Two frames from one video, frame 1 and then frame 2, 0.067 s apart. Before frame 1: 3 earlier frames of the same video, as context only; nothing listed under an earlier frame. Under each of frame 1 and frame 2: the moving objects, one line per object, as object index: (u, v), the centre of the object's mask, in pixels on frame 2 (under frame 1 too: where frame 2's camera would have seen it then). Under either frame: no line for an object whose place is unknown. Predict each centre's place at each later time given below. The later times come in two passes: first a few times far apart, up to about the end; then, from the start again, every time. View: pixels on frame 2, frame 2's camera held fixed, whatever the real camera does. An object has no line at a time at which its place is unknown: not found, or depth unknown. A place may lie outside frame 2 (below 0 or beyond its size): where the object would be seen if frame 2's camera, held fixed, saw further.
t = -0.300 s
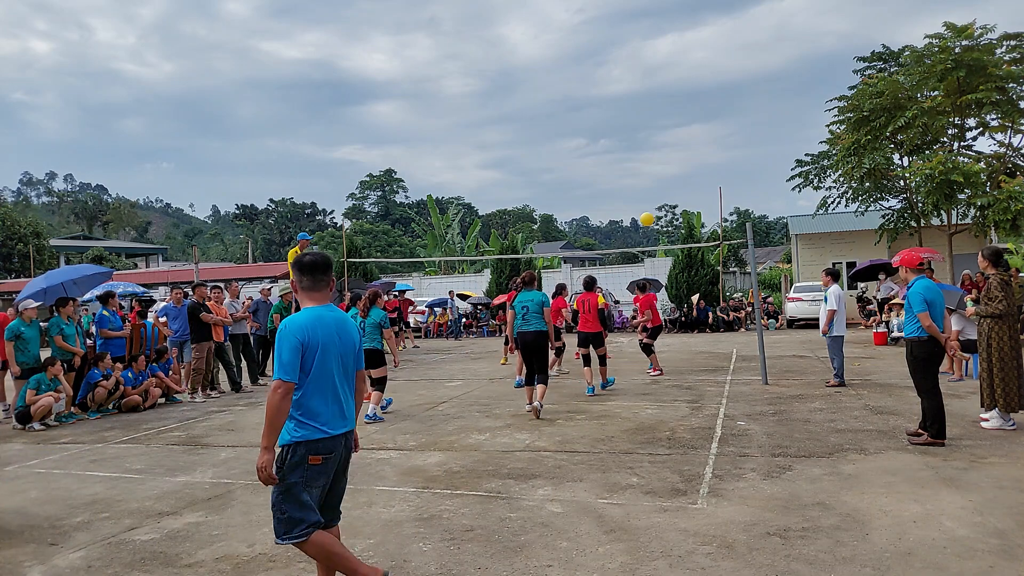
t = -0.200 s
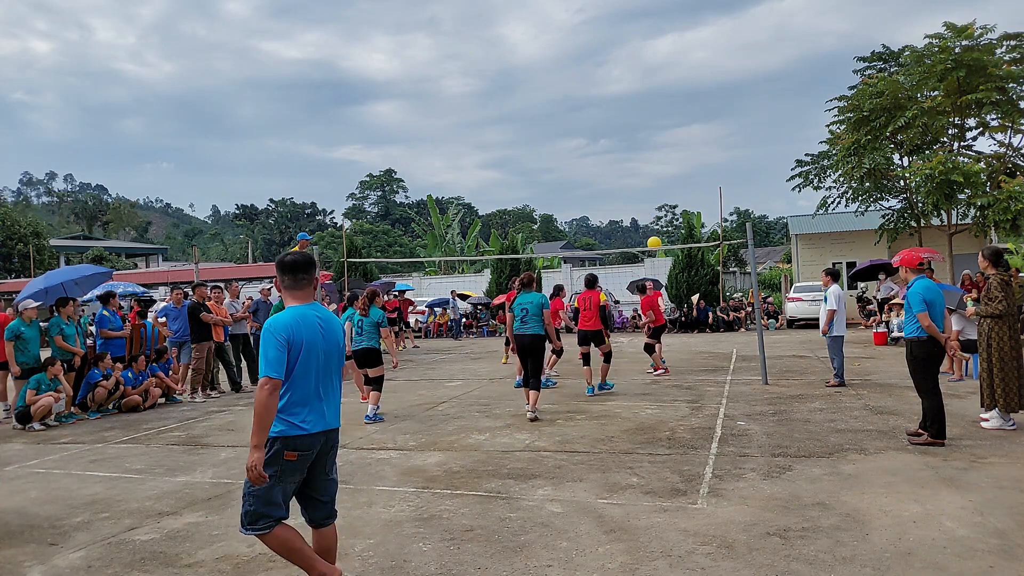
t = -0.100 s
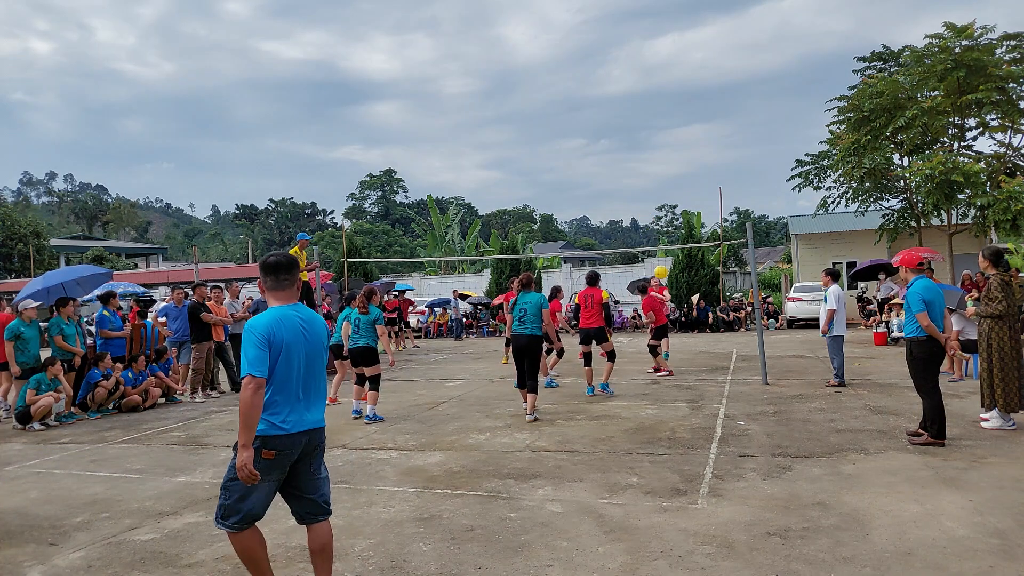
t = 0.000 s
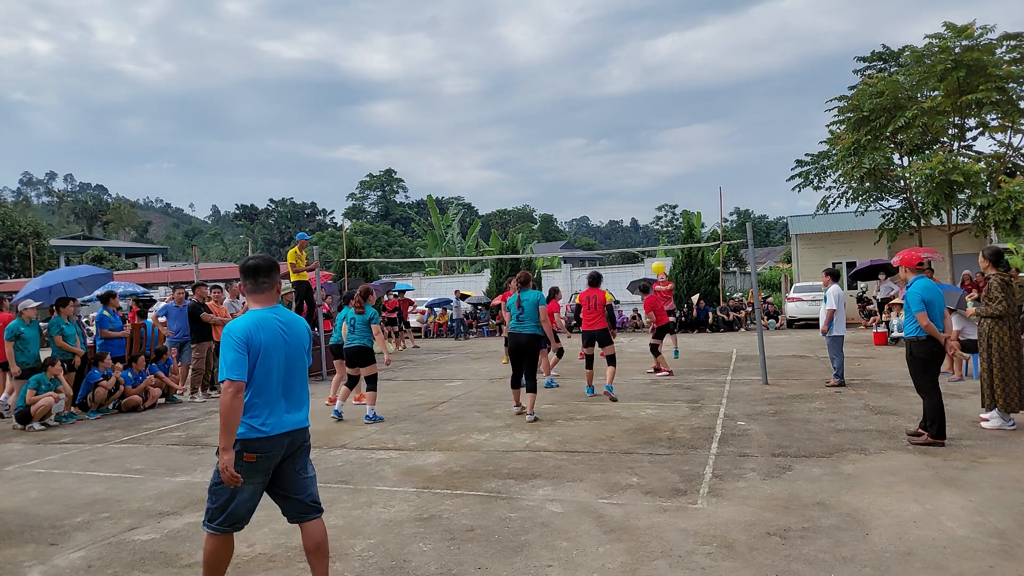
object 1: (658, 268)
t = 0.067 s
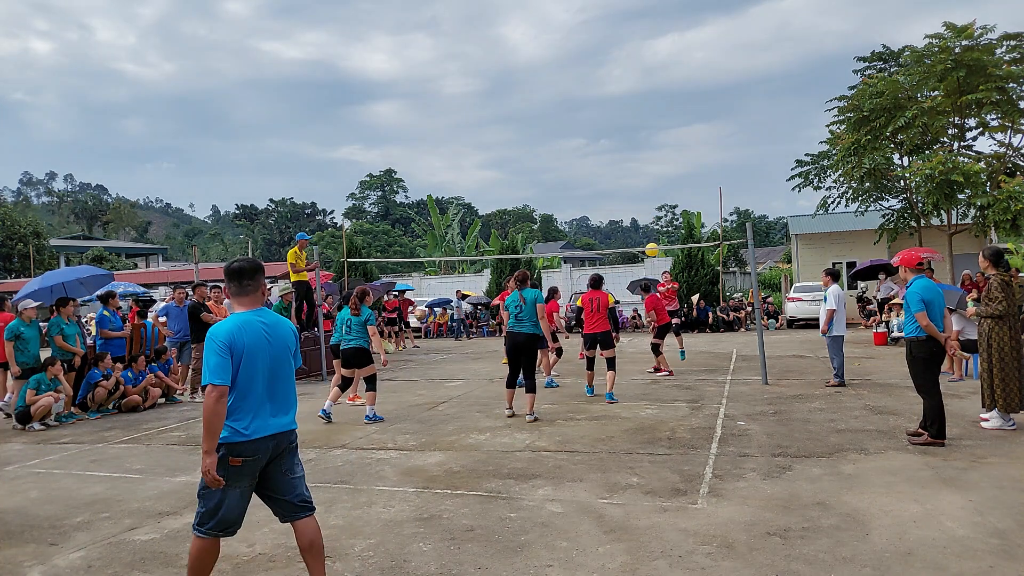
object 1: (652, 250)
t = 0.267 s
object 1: (635, 210)
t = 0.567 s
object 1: (613, 191)
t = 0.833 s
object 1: (596, 216)
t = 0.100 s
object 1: (649, 241)
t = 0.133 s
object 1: (646, 234)
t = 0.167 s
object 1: (643, 227)
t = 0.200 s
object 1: (640, 221)
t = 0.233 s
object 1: (637, 215)
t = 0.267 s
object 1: (635, 210)
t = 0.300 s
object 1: (632, 205)
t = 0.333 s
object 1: (629, 202)
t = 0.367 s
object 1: (627, 198)
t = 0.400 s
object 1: (625, 196)
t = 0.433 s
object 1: (622, 194)
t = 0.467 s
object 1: (620, 192)
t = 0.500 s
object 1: (617, 191)
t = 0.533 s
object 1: (615, 191)
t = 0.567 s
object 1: (613, 191)
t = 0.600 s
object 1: (610, 192)
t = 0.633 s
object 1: (608, 194)
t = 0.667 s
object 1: (606, 196)
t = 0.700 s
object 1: (604, 199)
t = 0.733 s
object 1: (602, 202)
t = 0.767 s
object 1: (600, 206)
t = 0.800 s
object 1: (598, 211)
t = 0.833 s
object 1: (596, 216)
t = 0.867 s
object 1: (594, 221)
